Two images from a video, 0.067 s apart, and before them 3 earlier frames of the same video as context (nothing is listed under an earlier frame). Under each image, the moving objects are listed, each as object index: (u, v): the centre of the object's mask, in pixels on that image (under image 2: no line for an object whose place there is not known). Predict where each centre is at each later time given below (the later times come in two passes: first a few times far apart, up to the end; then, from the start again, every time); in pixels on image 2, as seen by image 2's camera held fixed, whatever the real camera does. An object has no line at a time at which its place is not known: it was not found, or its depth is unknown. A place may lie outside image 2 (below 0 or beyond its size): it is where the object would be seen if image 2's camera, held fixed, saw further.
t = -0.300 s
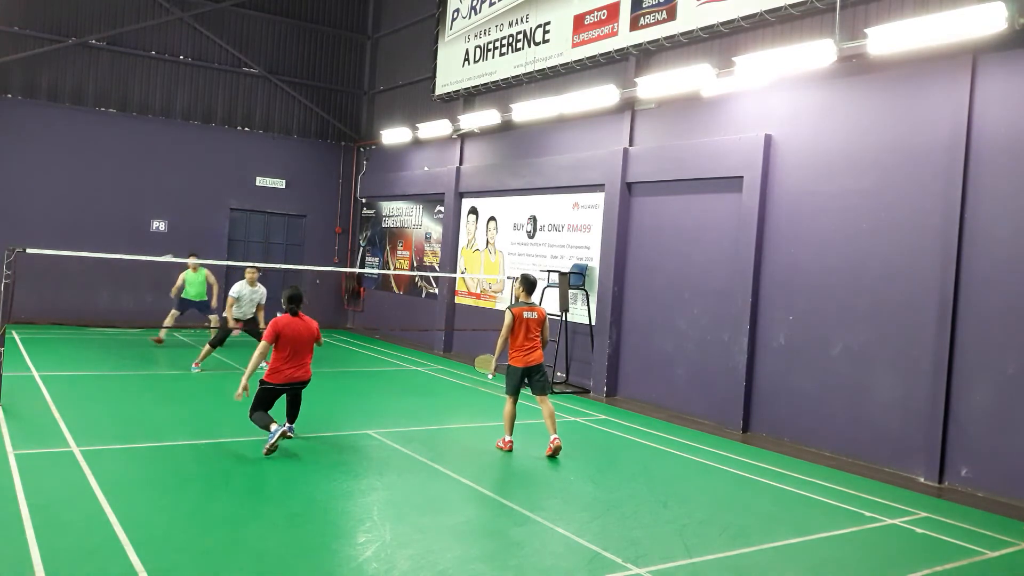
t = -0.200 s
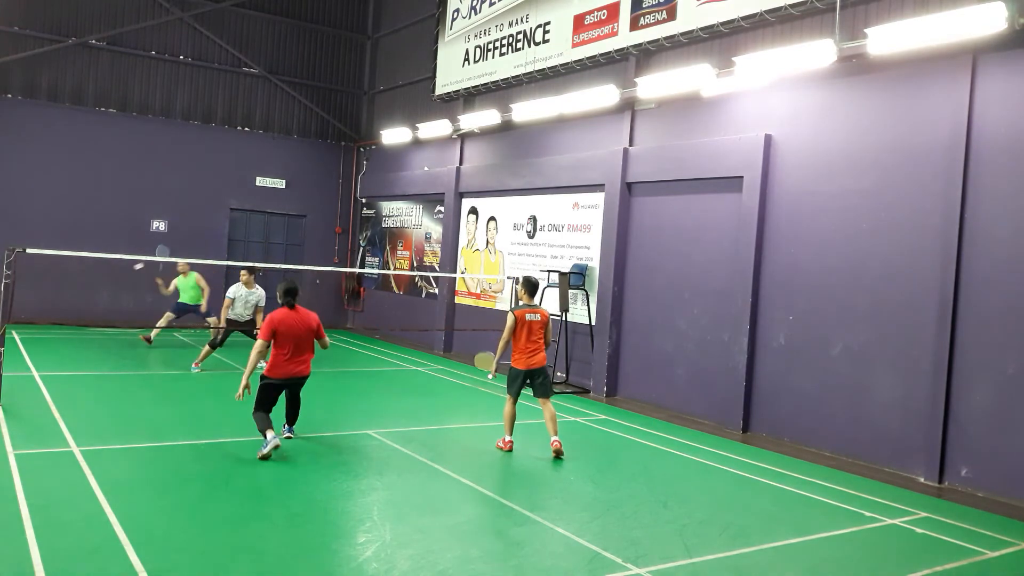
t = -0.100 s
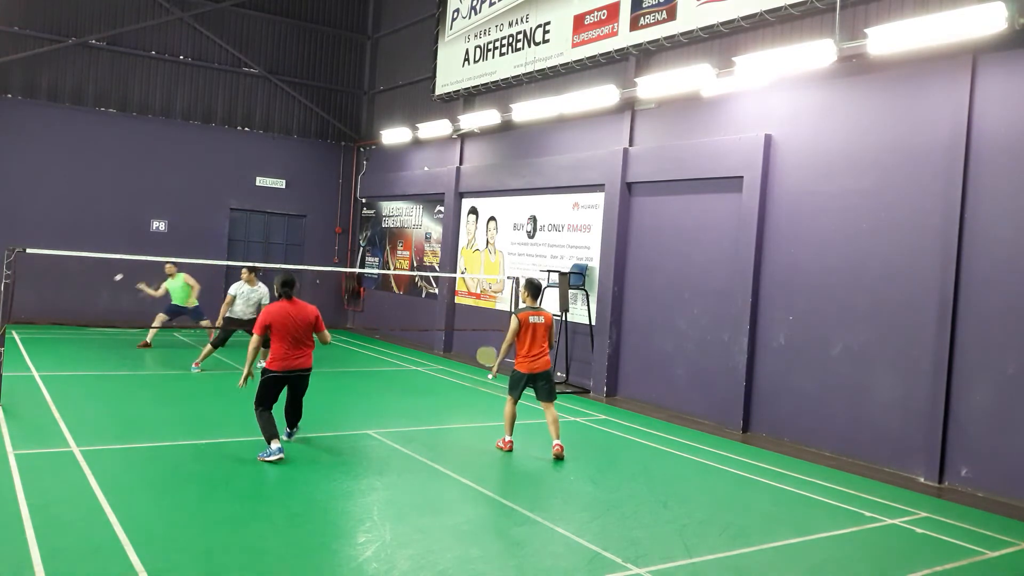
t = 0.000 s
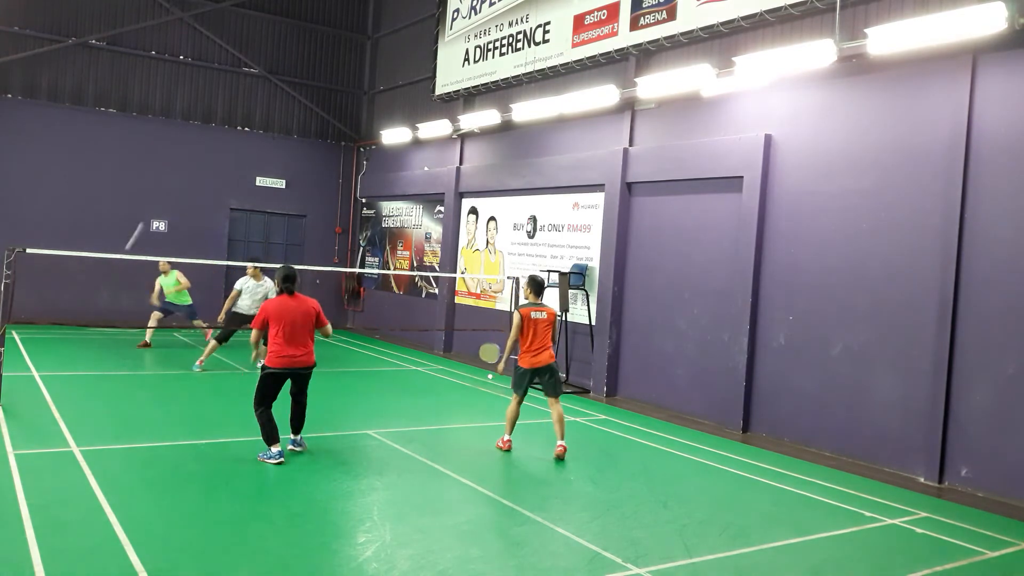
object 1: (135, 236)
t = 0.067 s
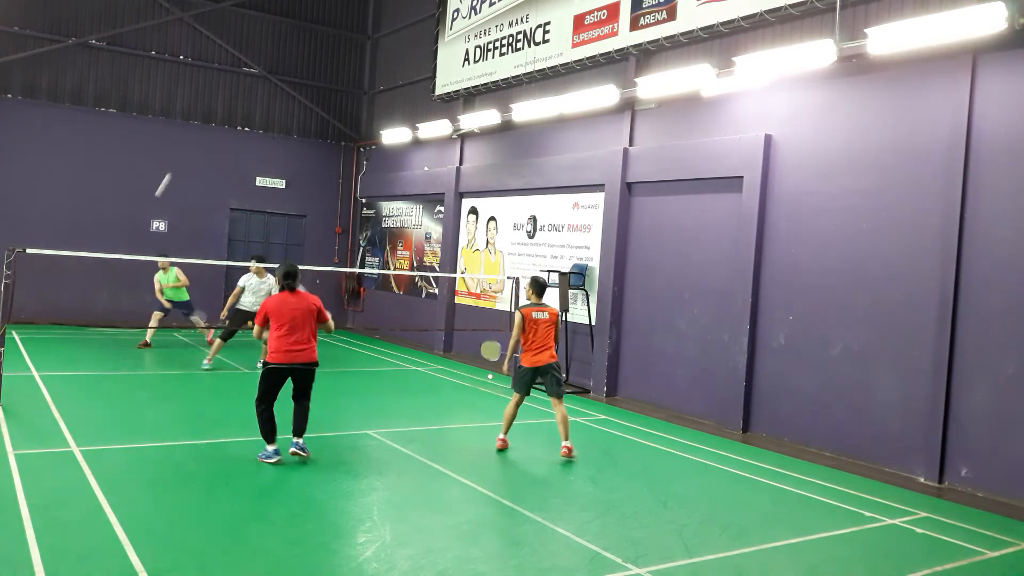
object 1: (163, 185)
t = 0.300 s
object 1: (236, 76)
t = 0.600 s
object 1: (305, 35)
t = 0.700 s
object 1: (325, 46)
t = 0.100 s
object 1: (176, 164)
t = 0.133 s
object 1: (187, 145)
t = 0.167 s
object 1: (198, 127)
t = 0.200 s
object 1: (208, 112)
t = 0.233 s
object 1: (218, 99)
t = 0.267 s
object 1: (227, 87)
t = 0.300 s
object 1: (236, 76)
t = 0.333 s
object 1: (245, 66)
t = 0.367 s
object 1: (253, 58)
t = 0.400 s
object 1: (261, 51)
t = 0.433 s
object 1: (269, 45)
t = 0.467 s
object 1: (277, 40)
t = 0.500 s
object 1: (284, 37)
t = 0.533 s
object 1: (291, 35)
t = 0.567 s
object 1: (299, 35)
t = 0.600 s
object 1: (305, 35)
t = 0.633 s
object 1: (312, 38)
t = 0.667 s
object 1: (318, 41)
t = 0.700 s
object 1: (325, 46)
